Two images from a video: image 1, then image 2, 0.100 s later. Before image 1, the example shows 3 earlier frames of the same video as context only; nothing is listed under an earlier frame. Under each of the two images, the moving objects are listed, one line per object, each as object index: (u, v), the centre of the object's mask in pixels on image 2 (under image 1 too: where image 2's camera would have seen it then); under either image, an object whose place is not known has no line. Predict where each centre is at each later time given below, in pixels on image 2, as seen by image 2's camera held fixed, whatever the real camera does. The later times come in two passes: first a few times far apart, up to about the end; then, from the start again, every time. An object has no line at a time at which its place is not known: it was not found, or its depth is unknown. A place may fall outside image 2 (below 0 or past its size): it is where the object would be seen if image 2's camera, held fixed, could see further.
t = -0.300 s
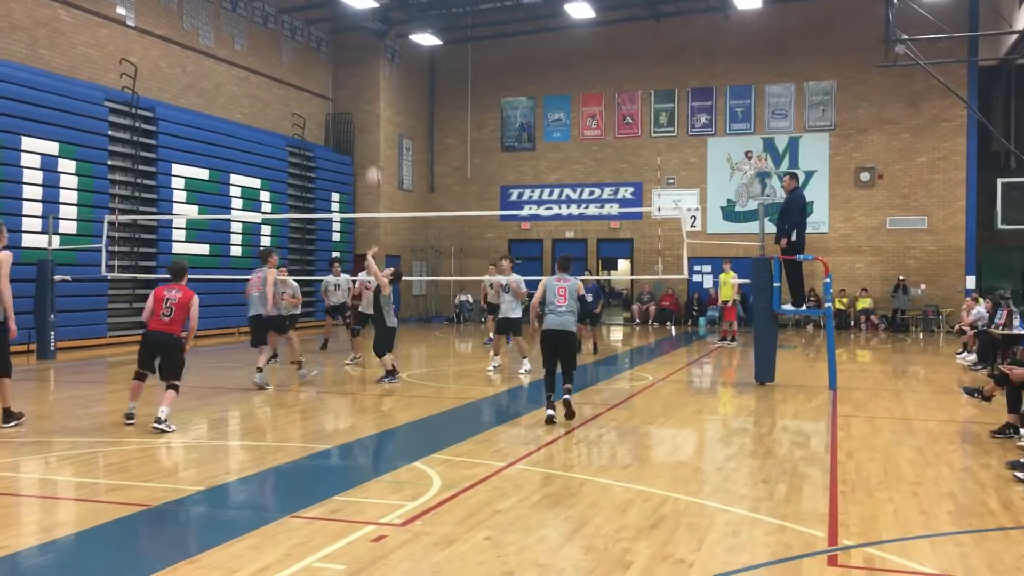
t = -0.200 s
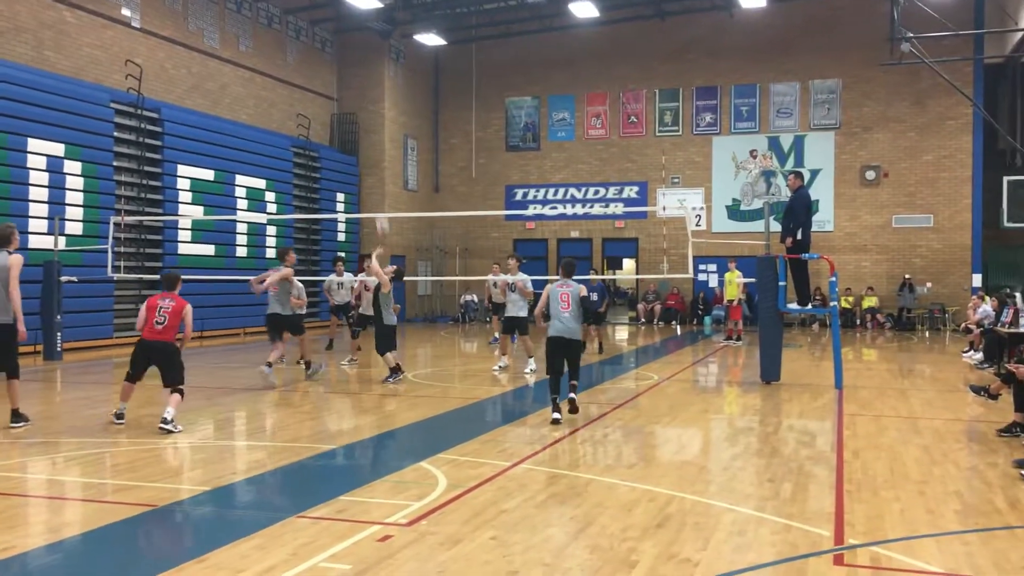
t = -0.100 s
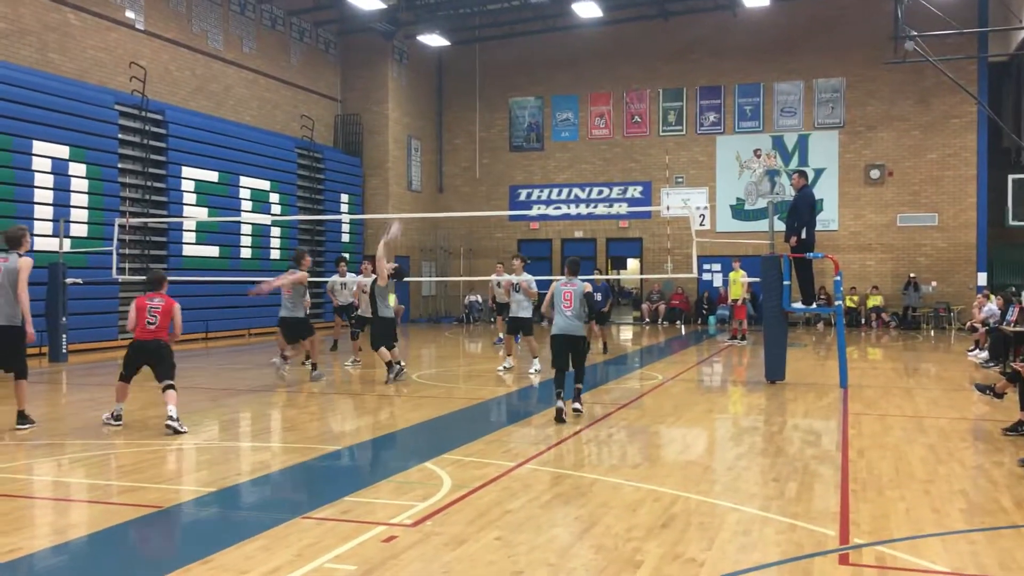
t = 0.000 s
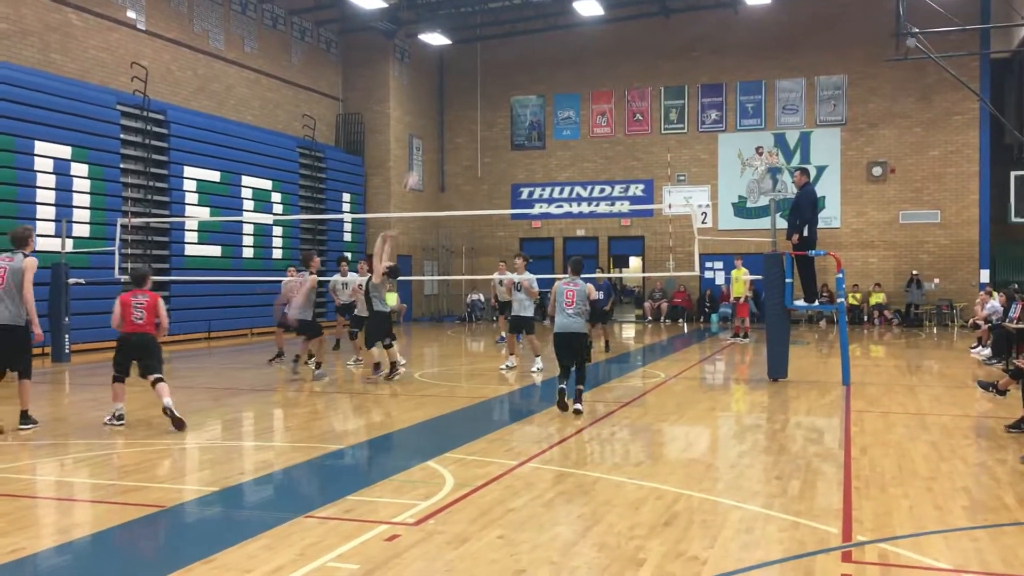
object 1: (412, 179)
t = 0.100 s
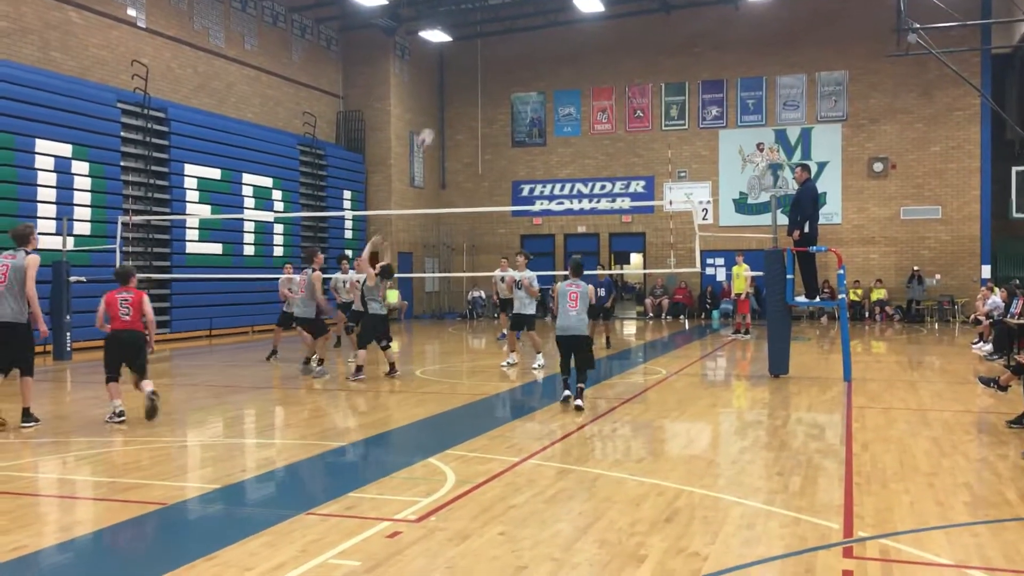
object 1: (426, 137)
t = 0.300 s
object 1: (453, 80)
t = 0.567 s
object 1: (489, 47)
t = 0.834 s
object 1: (526, 64)
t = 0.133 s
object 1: (430, 126)
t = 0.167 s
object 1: (435, 116)
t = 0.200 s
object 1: (439, 106)
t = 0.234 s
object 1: (444, 96)
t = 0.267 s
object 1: (449, 88)
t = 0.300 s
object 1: (453, 80)
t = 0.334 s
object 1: (458, 73)
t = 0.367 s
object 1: (463, 67)
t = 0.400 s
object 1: (467, 62)
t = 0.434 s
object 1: (471, 57)
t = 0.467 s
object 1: (476, 53)
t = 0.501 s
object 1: (480, 50)
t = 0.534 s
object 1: (485, 48)
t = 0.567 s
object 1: (489, 47)
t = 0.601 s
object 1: (494, 46)
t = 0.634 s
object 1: (498, 46)
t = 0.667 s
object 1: (503, 47)
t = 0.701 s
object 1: (507, 49)
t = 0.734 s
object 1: (512, 51)
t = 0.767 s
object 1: (516, 55)
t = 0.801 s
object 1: (521, 60)
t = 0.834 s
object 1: (526, 64)
